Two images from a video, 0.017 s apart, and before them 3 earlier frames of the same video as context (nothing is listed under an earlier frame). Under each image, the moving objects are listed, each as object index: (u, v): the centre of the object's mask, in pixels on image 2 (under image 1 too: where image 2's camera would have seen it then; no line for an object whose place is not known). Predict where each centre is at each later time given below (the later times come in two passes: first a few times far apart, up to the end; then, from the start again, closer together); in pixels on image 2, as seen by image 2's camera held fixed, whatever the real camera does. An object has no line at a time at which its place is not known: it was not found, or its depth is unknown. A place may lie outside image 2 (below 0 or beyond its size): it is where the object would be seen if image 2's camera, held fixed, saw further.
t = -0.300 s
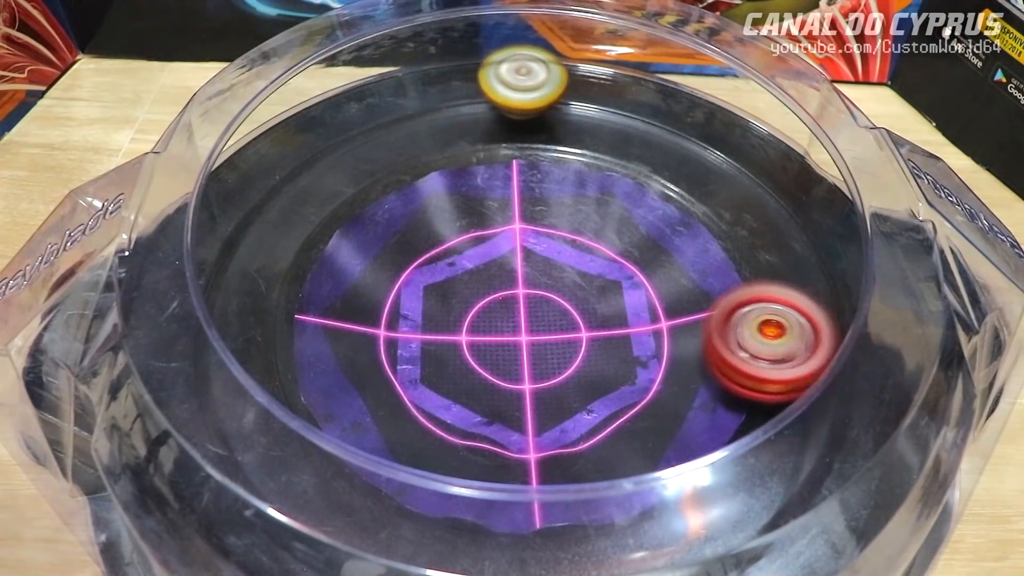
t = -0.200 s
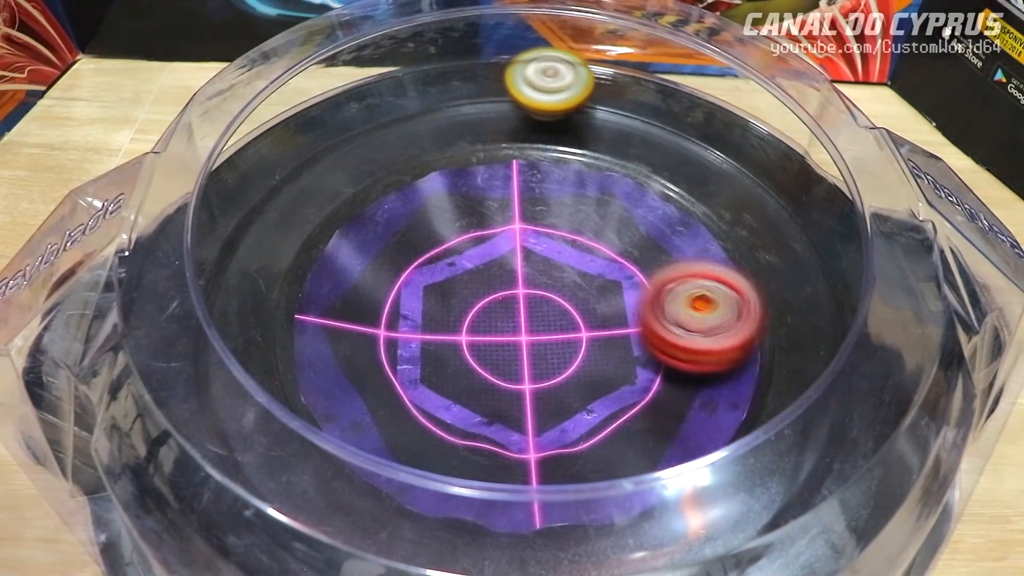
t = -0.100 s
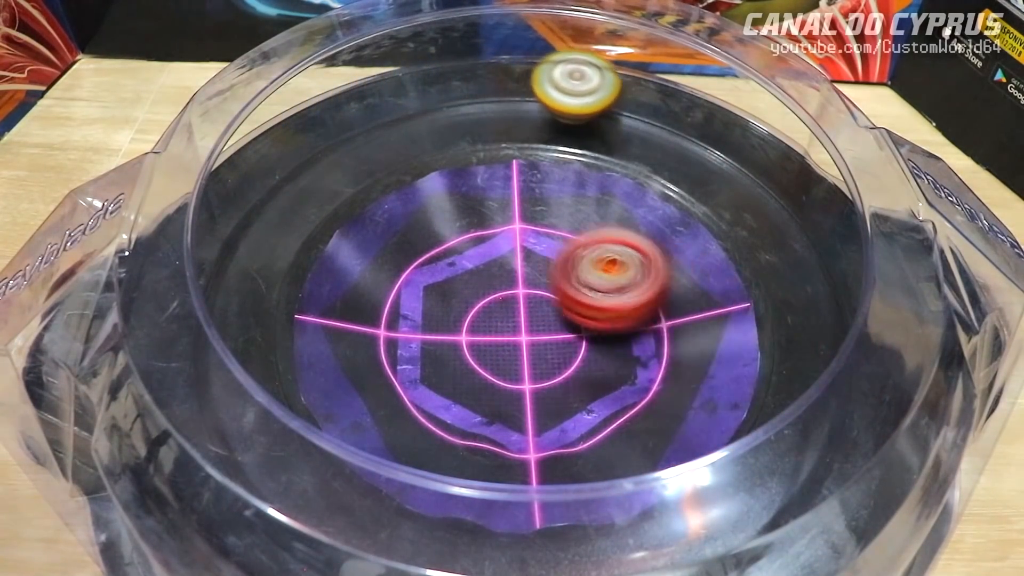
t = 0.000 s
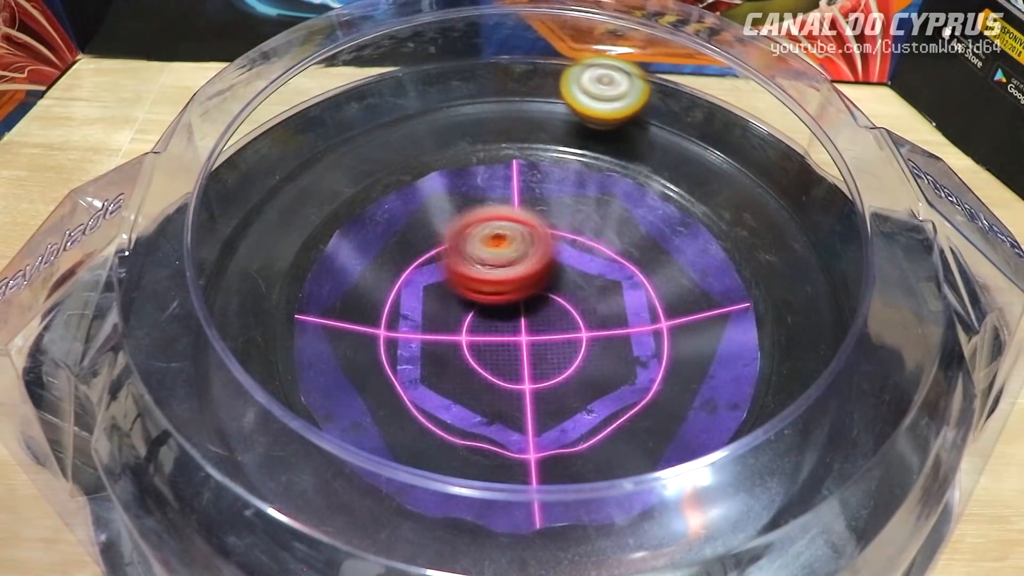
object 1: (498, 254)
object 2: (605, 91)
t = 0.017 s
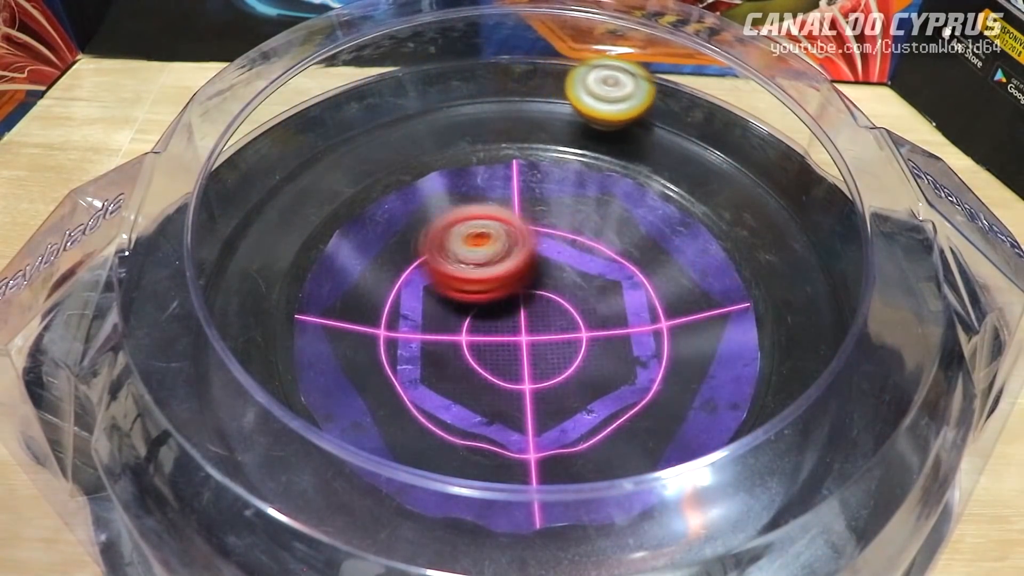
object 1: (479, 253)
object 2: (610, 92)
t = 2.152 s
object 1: (343, 304)
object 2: (765, 503)
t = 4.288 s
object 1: (464, 452)
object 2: (231, 243)
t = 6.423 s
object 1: (500, 372)
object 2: (513, 200)
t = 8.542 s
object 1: (510, 237)
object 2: (495, 329)
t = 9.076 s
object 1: (580, 287)
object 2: (441, 313)
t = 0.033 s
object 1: (460, 252)
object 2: (615, 92)
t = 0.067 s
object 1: (427, 255)
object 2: (621, 94)
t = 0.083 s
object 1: (411, 258)
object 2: (623, 95)
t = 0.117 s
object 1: (383, 266)
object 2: (629, 96)
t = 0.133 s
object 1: (372, 272)
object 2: (633, 98)
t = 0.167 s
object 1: (353, 285)
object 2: (643, 100)
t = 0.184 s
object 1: (345, 294)
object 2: (648, 102)
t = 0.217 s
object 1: (333, 313)
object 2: (657, 105)
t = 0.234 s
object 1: (330, 325)
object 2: (661, 107)
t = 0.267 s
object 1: (327, 347)
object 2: (669, 110)
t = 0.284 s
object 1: (328, 358)
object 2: (674, 111)
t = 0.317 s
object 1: (339, 379)
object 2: (681, 115)
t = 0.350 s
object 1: (349, 407)
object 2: (689, 119)
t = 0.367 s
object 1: (357, 420)
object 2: (693, 121)
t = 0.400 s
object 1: (380, 445)
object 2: (701, 125)
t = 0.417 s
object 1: (395, 456)
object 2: (705, 127)
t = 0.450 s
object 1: (429, 473)
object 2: (712, 130)
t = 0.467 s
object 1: (445, 482)
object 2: (714, 132)
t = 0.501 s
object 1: (487, 491)
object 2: (721, 136)
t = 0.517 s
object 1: (510, 492)
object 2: (724, 138)
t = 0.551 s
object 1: (553, 486)
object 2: (732, 143)
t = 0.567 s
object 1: (575, 481)
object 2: (735, 144)
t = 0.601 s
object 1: (610, 457)
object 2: (737, 147)
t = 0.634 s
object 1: (643, 427)
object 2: (742, 151)
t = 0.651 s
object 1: (656, 418)
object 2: (745, 153)
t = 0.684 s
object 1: (678, 395)
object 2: (753, 159)
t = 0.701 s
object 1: (684, 379)
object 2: (759, 163)
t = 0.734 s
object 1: (688, 344)
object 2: (768, 171)
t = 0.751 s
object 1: (687, 327)
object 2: (772, 174)
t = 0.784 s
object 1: (679, 295)
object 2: (778, 180)
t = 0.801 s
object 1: (672, 279)
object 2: (781, 183)
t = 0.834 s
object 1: (654, 250)
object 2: (785, 187)
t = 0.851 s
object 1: (641, 237)
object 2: (786, 189)
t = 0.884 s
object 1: (614, 213)
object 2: (789, 192)
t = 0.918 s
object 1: (583, 194)
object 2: (795, 198)
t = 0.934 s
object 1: (568, 185)
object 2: (798, 202)
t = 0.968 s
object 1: (532, 171)
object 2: (804, 209)
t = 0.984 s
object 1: (515, 167)
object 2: (806, 213)
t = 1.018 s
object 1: (482, 160)
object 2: (810, 220)
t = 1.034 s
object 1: (465, 159)
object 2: (812, 223)
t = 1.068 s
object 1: (430, 158)
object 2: (815, 229)
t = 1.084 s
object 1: (414, 159)
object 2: (817, 232)
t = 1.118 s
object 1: (380, 165)
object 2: (820, 240)
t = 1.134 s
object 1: (365, 168)
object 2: (821, 245)
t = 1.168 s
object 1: (335, 178)
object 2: (828, 250)
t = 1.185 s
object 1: (322, 185)
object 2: (829, 253)
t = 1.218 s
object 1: (298, 201)
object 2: (832, 260)
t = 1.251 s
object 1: (277, 218)
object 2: (835, 269)
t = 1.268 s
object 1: (268, 225)
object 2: (837, 274)
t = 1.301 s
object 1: (253, 238)
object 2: (841, 284)
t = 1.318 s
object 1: (249, 244)
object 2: (843, 289)
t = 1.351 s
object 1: (235, 253)
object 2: (846, 298)
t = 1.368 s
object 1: (231, 258)
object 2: (847, 302)
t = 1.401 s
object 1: (223, 264)
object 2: (847, 308)
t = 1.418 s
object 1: (221, 265)
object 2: (848, 311)
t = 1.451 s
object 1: (219, 268)
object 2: (849, 319)
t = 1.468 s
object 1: (218, 269)
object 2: (848, 323)
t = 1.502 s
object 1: (218, 270)
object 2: (849, 334)
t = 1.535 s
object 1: (218, 270)
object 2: (850, 344)
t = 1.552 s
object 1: (219, 270)
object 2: (850, 349)
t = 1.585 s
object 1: (220, 270)
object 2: (849, 356)
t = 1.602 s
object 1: (221, 270)
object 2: (848, 359)
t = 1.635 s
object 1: (226, 270)
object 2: (846, 367)
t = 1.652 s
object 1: (225, 270)
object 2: (846, 371)
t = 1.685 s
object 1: (228, 269)
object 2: (844, 380)
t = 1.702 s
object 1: (230, 269)
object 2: (844, 384)
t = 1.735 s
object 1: (234, 269)
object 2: (841, 392)
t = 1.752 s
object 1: (236, 268)
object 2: (840, 396)
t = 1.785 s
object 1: (246, 267)
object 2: (837, 405)
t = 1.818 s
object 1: (248, 267)
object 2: (832, 414)
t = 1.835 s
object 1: (249, 267)
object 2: (830, 418)
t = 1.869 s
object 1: (252, 267)
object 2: (824, 427)
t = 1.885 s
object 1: (253, 267)
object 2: (821, 432)
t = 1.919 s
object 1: (255, 267)
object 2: (817, 441)
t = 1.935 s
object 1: (257, 267)
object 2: (815, 446)
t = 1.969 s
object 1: (260, 266)
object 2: (809, 454)
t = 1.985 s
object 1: (263, 266)
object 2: (807, 458)
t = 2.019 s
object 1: (268, 267)
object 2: (801, 467)
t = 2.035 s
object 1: (273, 268)
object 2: (797, 471)
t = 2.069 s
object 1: (286, 274)
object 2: (790, 480)
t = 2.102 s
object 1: (306, 284)
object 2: (780, 489)
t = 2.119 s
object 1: (317, 290)
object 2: (779, 495)
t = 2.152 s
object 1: (343, 304)
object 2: (765, 503)
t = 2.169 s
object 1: (358, 311)
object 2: (760, 507)
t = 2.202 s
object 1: (393, 328)
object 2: (751, 515)
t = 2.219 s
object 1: (409, 336)
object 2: (746, 518)
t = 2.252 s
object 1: (448, 351)
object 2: (735, 522)
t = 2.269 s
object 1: (470, 358)
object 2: (729, 524)
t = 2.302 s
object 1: (509, 364)
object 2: (718, 528)
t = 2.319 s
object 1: (530, 364)
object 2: (712, 530)
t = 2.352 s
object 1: (570, 359)
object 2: (700, 535)
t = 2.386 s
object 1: (603, 347)
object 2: (688, 535)
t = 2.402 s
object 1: (618, 338)
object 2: (682, 536)
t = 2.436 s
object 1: (641, 318)
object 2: (669, 539)
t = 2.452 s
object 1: (650, 308)
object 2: (662, 540)
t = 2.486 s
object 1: (661, 285)
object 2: (649, 541)
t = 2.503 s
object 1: (665, 273)
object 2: (642, 541)
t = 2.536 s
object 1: (666, 250)
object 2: (627, 542)
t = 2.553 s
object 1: (664, 239)
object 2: (619, 543)
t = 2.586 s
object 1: (658, 218)
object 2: (602, 544)
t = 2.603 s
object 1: (653, 208)
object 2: (593, 545)
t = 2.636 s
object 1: (642, 188)
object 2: (576, 545)
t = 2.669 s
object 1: (625, 172)
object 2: (559, 546)
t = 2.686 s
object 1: (616, 165)
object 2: (550, 546)
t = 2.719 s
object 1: (596, 153)
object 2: (533, 547)
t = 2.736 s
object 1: (584, 148)
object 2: (525, 546)
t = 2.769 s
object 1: (561, 140)
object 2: (508, 546)
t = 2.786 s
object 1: (550, 139)
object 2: (500, 546)
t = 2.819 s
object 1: (526, 138)
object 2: (481, 546)
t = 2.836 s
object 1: (514, 140)
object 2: (474, 545)
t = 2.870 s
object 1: (489, 146)
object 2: (457, 544)
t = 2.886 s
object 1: (477, 150)
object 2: (449, 543)
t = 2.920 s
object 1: (453, 163)
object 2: (432, 542)
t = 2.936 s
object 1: (442, 172)
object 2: (424, 541)
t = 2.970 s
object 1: (421, 192)
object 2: (408, 539)
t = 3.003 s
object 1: (405, 217)
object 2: (394, 537)
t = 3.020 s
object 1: (399, 231)
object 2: (388, 536)
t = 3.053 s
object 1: (392, 262)
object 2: (377, 534)
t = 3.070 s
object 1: (392, 277)
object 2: (370, 533)
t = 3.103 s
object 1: (397, 311)
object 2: (359, 530)
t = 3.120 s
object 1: (403, 327)
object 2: (354, 528)
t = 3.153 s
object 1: (423, 357)
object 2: (342, 525)
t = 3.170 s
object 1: (437, 370)
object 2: (336, 523)
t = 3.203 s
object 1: (469, 393)
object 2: (324, 519)
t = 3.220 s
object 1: (488, 401)
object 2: (317, 517)
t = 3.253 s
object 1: (528, 412)
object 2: (307, 510)
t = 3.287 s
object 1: (569, 416)
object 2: (296, 502)
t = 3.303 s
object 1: (590, 415)
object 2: (290, 498)
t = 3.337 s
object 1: (627, 409)
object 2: (279, 490)
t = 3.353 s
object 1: (645, 404)
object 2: (275, 486)
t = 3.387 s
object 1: (678, 391)
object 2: (267, 480)
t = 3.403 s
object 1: (692, 382)
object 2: (264, 476)
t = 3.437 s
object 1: (717, 362)
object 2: (256, 468)
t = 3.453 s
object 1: (727, 352)
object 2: (252, 463)
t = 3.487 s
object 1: (741, 329)
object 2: (246, 454)
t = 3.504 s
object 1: (746, 317)
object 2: (241, 451)
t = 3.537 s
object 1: (752, 294)
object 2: (233, 443)
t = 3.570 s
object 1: (751, 272)
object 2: (227, 434)
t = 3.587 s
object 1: (748, 260)
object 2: (224, 430)
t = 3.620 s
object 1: (738, 240)
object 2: (223, 418)
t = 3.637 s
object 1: (731, 230)
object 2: (215, 418)
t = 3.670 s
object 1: (714, 214)
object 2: (212, 409)
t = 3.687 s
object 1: (704, 208)
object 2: (209, 404)
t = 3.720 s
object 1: (680, 196)
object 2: (203, 395)
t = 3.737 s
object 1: (666, 191)
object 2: (209, 386)
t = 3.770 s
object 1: (637, 184)
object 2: (206, 376)
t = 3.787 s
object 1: (621, 181)
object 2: (205, 371)
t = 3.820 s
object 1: (588, 180)
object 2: (203, 362)
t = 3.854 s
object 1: (555, 182)
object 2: (203, 354)
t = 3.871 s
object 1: (536, 185)
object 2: (202, 350)
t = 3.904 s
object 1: (504, 193)
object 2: (201, 340)
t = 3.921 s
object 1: (487, 199)
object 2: (201, 335)
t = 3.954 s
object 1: (456, 214)
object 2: (201, 327)
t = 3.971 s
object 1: (443, 223)
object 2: (201, 323)
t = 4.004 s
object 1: (418, 244)
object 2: (200, 317)
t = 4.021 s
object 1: (408, 255)
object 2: (206, 310)
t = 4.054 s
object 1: (391, 281)
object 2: (204, 303)
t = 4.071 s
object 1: (385, 295)
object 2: (205, 298)
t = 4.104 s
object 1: (379, 323)
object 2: (205, 290)
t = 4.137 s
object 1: (380, 350)
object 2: (208, 282)
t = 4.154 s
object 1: (384, 365)
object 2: (210, 278)
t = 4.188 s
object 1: (395, 392)
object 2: (212, 269)
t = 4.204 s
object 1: (403, 403)
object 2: (214, 265)
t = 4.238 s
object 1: (425, 419)
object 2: (217, 256)
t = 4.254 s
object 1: (438, 426)
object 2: (219, 251)
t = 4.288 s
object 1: (464, 452)
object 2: (231, 243)
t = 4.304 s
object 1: (480, 459)
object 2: (232, 239)
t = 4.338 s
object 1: (514, 470)
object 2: (234, 231)
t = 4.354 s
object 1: (531, 473)
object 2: (235, 227)
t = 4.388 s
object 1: (568, 476)
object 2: (232, 220)
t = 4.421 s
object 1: (603, 470)
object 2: (240, 214)
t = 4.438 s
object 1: (617, 462)
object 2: (242, 211)
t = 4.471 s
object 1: (643, 434)
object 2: (245, 204)
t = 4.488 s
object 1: (656, 428)
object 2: (247, 200)
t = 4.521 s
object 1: (677, 415)
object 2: (251, 193)
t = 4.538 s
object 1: (686, 408)
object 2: (254, 191)
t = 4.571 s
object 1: (699, 390)
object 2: (258, 184)
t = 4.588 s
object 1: (704, 379)
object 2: (261, 182)
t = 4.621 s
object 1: (706, 351)
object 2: (267, 175)
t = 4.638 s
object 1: (703, 338)
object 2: (270, 173)
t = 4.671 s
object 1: (695, 313)
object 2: (277, 167)
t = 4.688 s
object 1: (689, 300)
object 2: (280, 164)
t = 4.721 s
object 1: (671, 276)
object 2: (287, 159)
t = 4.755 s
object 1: (649, 256)
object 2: (293, 153)
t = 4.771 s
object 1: (636, 247)
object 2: (297, 151)
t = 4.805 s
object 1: (609, 231)
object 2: (304, 145)
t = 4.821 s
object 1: (594, 225)
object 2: (307, 143)
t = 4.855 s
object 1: (564, 215)
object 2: (315, 138)
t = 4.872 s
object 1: (549, 213)
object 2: (319, 135)
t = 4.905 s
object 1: (516, 209)
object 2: (326, 130)
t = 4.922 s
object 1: (501, 208)
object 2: (330, 129)
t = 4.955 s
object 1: (469, 211)
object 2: (337, 124)
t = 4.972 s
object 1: (455, 213)
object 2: (341, 123)
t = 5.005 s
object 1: (426, 220)
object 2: (348, 119)
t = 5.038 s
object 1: (399, 229)
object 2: (355, 115)
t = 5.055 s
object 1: (386, 236)
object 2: (359, 113)
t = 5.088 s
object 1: (363, 251)
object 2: (367, 111)
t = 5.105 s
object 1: (353, 260)
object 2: (371, 110)
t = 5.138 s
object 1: (336, 278)
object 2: (379, 108)
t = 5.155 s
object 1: (330, 288)
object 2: (383, 106)
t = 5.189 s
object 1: (321, 309)
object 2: (391, 103)
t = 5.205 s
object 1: (319, 320)
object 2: (396, 102)
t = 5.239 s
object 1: (321, 343)
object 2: (405, 99)
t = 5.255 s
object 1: (325, 355)
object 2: (409, 98)
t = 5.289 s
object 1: (340, 375)
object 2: (418, 96)
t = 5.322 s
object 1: (363, 394)
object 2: (427, 94)
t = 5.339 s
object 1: (377, 402)
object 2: (432, 93)
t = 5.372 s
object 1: (407, 415)
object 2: (442, 91)
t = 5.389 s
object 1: (424, 419)
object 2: (446, 90)
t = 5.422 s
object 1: (460, 426)
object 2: (456, 89)
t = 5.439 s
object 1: (479, 428)
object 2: (460, 89)
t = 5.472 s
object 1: (516, 427)
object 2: (468, 88)
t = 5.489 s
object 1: (534, 425)
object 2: (473, 88)
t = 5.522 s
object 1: (568, 413)
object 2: (481, 87)
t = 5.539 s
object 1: (584, 405)
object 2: (485, 87)
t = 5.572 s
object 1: (607, 384)
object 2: (494, 87)
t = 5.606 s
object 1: (625, 361)
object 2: (502, 87)
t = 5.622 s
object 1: (631, 349)
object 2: (506, 87)
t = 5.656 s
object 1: (638, 324)
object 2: (515, 87)
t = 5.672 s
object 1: (638, 311)
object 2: (519, 87)
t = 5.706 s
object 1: (635, 288)
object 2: (528, 89)
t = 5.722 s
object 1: (632, 276)
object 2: (532, 90)
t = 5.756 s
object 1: (620, 256)
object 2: (539, 91)
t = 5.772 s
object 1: (613, 246)
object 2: (542, 92)
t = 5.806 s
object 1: (597, 227)
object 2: (549, 93)
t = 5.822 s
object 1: (587, 219)
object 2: (553, 94)
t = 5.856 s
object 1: (566, 205)
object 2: (560, 97)
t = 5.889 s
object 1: (543, 193)
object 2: (565, 99)
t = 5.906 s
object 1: (531, 188)
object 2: (569, 100)
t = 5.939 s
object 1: (507, 181)
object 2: (576, 101)
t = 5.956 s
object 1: (494, 179)
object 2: (579, 103)
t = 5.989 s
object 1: (470, 179)
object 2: (585, 107)
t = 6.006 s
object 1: (458, 181)
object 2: (588, 108)
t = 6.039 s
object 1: (437, 185)
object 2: (593, 112)
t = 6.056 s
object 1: (428, 189)
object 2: (596, 113)
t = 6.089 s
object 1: (412, 199)
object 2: (601, 117)
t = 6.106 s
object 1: (404, 205)
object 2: (604, 119)
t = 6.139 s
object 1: (394, 220)
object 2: (610, 123)
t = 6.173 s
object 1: (387, 238)
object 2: (613, 128)
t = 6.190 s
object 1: (385, 247)
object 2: (613, 130)
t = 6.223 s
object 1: (384, 269)
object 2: (607, 137)
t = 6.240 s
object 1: (386, 280)
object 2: (602, 142)
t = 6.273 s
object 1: (394, 304)
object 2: (588, 150)
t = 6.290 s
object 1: (401, 316)
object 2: (580, 155)
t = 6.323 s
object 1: (418, 336)
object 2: (563, 164)
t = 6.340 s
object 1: (430, 345)
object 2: (555, 168)
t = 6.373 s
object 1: (457, 361)
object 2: (537, 179)
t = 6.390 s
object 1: (472, 367)
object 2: (529, 185)
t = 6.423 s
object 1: (500, 372)
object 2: (513, 200)
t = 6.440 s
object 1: (515, 373)
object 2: (506, 209)
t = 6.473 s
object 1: (545, 372)
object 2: (492, 228)
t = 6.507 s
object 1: (571, 365)
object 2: (482, 250)
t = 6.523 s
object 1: (583, 360)
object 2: (478, 262)
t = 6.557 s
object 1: (605, 346)
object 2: (471, 287)
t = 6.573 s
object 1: (614, 337)
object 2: (471, 299)
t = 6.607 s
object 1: (629, 319)
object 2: (474, 321)
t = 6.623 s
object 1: (634, 309)
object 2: (477, 332)
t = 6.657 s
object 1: (640, 289)
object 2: (488, 351)
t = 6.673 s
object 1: (641, 279)
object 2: (496, 360)
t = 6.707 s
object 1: (638, 260)
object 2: (513, 373)
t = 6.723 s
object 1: (634, 251)
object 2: (522, 378)
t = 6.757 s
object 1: (625, 235)
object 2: (542, 386)
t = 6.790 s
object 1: (613, 223)
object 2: (564, 390)
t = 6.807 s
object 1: (605, 219)
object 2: (574, 390)
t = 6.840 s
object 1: (591, 214)
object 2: (596, 389)
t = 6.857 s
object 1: (583, 212)
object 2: (607, 388)
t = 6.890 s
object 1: (567, 212)
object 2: (627, 385)
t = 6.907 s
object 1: (558, 213)
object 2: (634, 383)
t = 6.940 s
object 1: (541, 218)
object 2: (646, 377)
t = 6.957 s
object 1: (532, 221)
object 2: (651, 373)
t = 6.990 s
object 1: (516, 228)
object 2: (661, 365)
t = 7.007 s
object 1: (508, 233)
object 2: (665, 361)
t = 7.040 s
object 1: (492, 246)
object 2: (668, 354)
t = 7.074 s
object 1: (478, 260)
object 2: (668, 346)
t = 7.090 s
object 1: (472, 269)
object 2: (666, 342)
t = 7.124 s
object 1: (464, 288)
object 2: (662, 334)
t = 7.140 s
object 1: (463, 299)
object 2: (659, 329)
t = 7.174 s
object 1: (463, 318)
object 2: (650, 321)
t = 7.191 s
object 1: (466, 329)
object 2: (644, 317)
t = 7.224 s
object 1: (477, 347)
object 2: (631, 309)
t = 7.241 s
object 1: (484, 355)
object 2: (623, 305)
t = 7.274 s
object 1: (503, 368)
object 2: (605, 300)
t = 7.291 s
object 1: (513, 373)
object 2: (597, 298)
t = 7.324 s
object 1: (536, 380)
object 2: (579, 293)
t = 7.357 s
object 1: (560, 382)
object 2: (561, 289)
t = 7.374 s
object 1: (572, 381)
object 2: (551, 290)
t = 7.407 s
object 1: (594, 375)
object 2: (535, 293)
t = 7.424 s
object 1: (604, 371)
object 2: (529, 295)
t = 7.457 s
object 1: (623, 360)
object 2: (519, 299)
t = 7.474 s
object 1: (629, 355)
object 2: (512, 302)
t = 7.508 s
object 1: (640, 341)
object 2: (498, 310)
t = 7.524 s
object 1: (642, 334)
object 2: (492, 313)
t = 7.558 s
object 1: (643, 319)
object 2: (481, 319)
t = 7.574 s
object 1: (642, 313)
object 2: (477, 322)
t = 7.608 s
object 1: (636, 302)
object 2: (470, 327)
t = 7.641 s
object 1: (627, 291)
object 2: (465, 332)
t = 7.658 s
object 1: (622, 288)
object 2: (464, 335)
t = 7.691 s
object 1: (608, 280)
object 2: (463, 340)
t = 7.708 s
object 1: (600, 276)
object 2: (463, 342)
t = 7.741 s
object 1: (582, 271)
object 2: (462, 346)
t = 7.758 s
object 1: (573, 268)
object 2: (463, 349)
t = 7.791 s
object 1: (555, 265)
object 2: (465, 353)
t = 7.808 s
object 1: (546, 265)
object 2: (466, 354)
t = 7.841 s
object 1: (526, 266)
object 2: (468, 357)
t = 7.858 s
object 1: (517, 267)
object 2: (470, 358)
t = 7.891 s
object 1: (498, 271)
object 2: (474, 360)
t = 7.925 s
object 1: (484, 273)
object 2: (474, 366)
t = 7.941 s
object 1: (479, 274)
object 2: (475, 369)
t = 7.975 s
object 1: (468, 277)
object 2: (478, 371)
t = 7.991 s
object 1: (464, 278)
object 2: (480, 371)
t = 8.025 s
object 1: (457, 281)
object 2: (485, 373)
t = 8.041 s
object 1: (456, 282)
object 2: (488, 375)
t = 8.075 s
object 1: (455, 282)
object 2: (494, 377)
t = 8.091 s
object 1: (456, 282)
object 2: (498, 377)
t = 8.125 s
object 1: (457, 284)
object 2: (504, 374)
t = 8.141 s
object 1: (458, 285)
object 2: (507, 372)
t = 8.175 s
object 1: (462, 282)
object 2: (512, 374)
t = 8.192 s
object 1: (465, 280)
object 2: (513, 374)
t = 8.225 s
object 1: (470, 278)
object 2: (517, 372)
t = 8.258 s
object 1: (476, 277)
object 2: (519, 366)
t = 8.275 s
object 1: (479, 276)
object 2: (520, 364)
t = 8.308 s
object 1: (486, 270)
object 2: (520, 365)
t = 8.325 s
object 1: (489, 266)
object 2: (520, 364)
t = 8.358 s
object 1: (495, 260)
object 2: (519, 359)
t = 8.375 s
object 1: (498, 258)
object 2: (518, 356)
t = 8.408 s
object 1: (501, 253)
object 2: (517, 349)
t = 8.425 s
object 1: (504, 251)
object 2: (515, 346)
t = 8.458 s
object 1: (506, 248)
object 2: (511, 340)
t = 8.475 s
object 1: (507, 246)
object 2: (508, 338)
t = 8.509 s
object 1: (509, 241)
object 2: (502, 334)
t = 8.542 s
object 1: (510, 237)
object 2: (495, 329)
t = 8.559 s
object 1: (510, 235)
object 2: (492, 327)
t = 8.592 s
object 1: (510, 233)
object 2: (486, 323)
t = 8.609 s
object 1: (510, 232)
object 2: (483, 322)
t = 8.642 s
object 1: (510, 231)
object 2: (477, 319)
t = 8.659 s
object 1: (510, 231)
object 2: (474, 318)
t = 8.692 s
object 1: (512, 230)
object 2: (467, 317)
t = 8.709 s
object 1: (513, 230)
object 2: (463, 316)
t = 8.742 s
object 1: (516, 231)
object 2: (458, 315)
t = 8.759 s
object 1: (517, 231)
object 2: (455, 314)
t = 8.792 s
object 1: (520, 234)
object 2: (452, 314)
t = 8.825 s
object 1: (524, 237)
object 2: (449, 314)
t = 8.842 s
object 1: (525, 239)
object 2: (448, 314)
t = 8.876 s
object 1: (529, 246)
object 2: (447, 313)
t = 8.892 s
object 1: (530, 249)
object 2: (447, 314)
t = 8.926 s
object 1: (535, 257)
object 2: (446, 314)
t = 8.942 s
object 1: (541, 260)
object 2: (443, 314)
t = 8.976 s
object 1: (553, 266)
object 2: (437, 314)
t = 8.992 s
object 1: (559, 269)
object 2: (437, 314)
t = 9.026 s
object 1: (568, 276)
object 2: (437, 314)
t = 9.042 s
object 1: (573, 279)
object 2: (437, 314)
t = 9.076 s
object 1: (580, 287)
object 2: (441, 313)
